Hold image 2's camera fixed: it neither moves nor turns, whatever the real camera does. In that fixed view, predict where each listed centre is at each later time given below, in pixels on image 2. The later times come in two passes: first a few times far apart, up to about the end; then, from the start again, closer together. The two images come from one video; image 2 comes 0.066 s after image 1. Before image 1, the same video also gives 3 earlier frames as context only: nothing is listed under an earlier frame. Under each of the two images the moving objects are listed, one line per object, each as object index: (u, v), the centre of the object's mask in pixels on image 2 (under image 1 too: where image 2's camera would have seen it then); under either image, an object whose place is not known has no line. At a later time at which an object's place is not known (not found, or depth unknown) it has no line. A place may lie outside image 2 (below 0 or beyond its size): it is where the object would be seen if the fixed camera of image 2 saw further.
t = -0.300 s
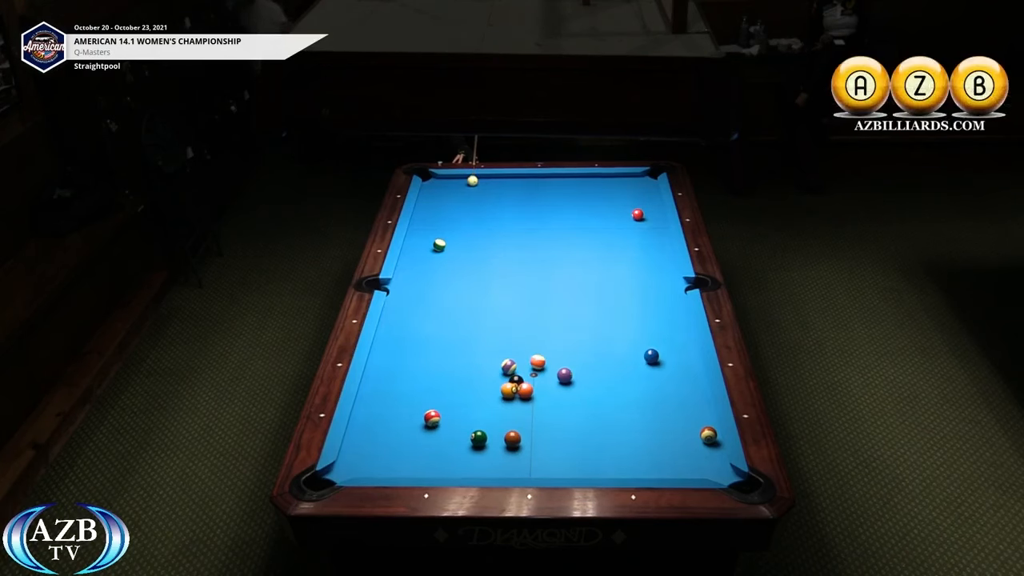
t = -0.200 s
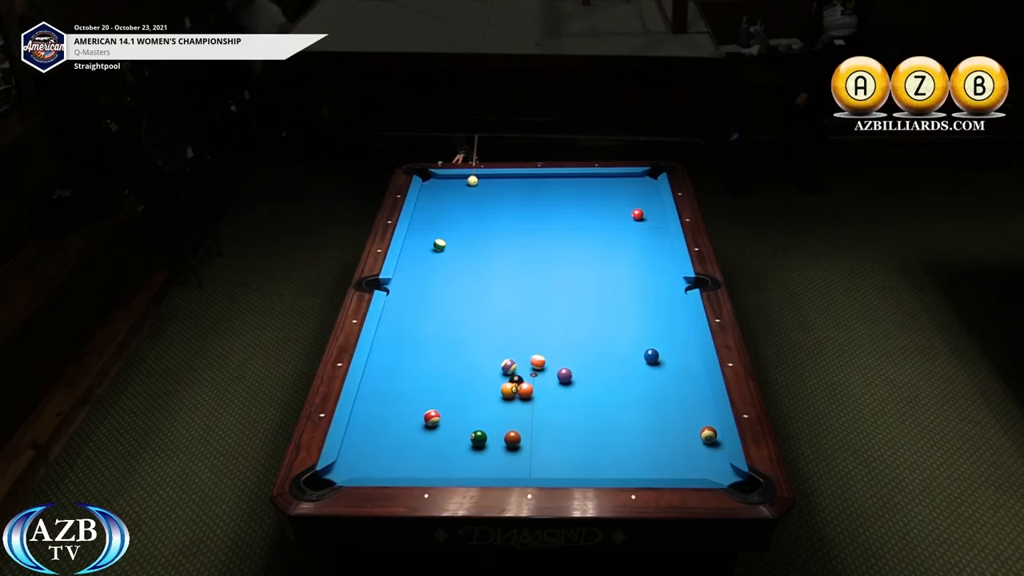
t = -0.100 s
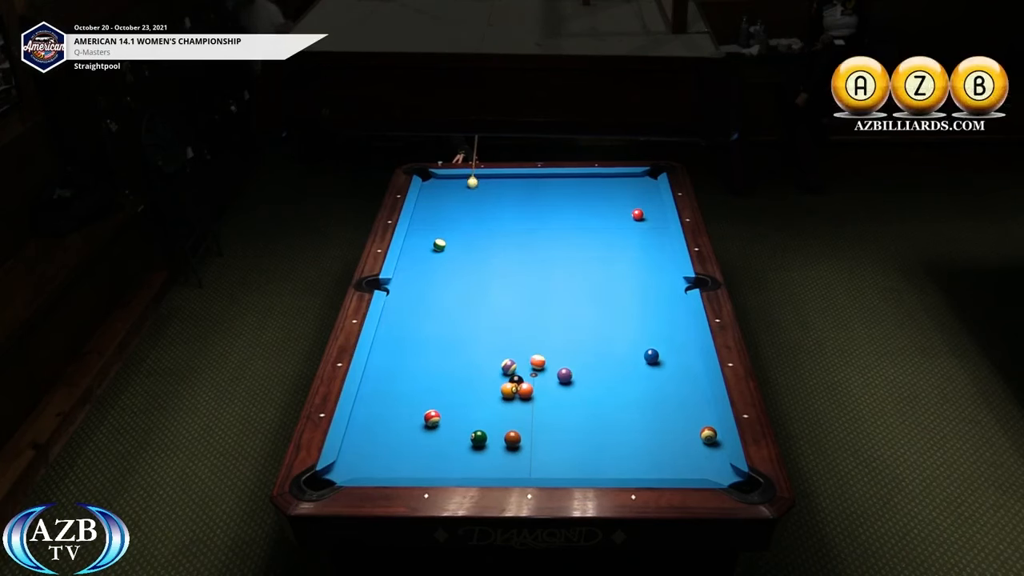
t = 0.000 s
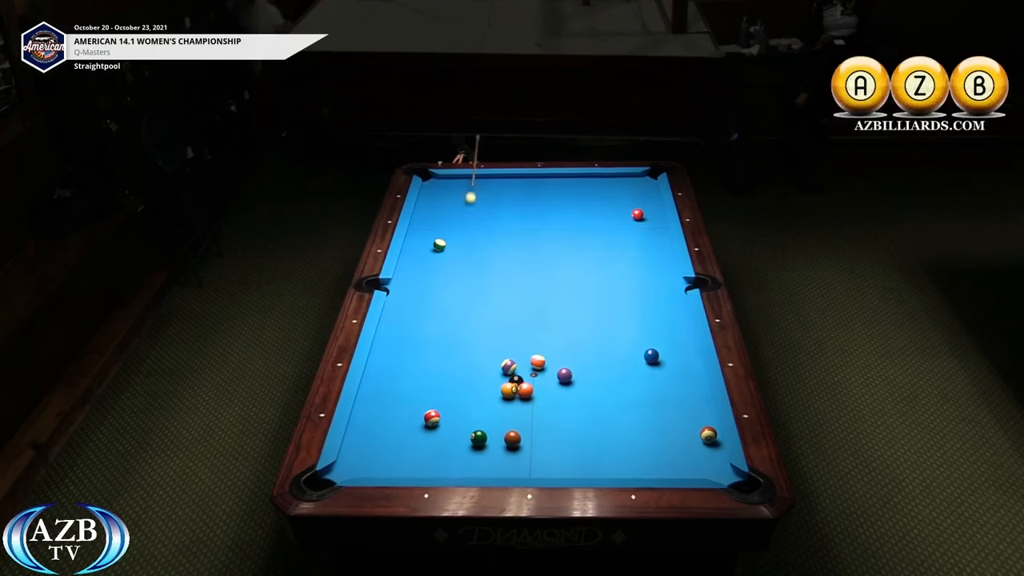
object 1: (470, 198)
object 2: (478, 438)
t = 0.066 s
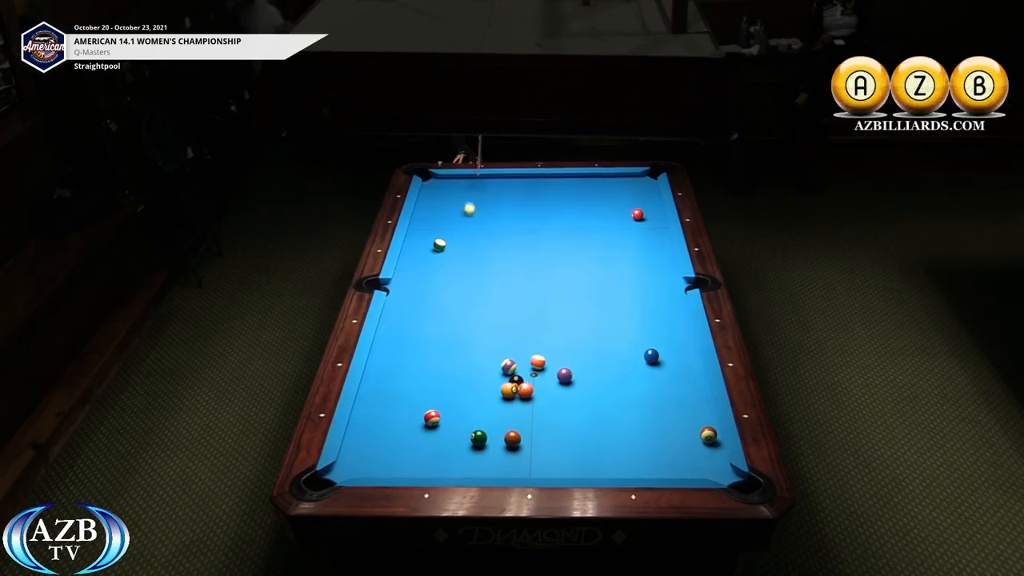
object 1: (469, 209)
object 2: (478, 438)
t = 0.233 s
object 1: (465, 238)
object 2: (478, 438)
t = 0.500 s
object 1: (459, 295)
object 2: (478, 438)
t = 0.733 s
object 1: (452, 354)
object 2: (478, 438)
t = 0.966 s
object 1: (455, 422)
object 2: (478, 438)
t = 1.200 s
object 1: (458, 448)
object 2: (523, 465)
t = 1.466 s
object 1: (450, 470)
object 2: (563, 462)
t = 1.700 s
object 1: (449, 459)
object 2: (592, 448)
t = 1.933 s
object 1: (449, 445)
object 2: (619, 436)
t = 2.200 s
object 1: (449, 432)
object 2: (647, 422)
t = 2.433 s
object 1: (449, 421)
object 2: (670, 412)
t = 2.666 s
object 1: (449, 412)
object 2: (691, 402)
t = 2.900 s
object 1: (448, 403)
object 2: (699, 394)
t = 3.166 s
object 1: (448, 394)
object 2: (683, 386)
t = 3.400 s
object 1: (449, 388)
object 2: (671, 381)
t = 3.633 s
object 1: (450, 381)
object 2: (660, 375)
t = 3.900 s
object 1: (450, 376)
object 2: (649, 370)
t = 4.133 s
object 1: (451, 371)
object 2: (640, 366)
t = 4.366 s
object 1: (452, 368)
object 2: (632, 362)
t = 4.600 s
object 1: (453, 365)
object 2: (626, 359)
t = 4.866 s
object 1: (454, 363)
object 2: (619, 355)
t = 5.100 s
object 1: (454, 362)
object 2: (615, 354)
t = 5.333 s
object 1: (454, 361)
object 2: (611, 352)
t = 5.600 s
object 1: (455, 361)
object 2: (607, 350)
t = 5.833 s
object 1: (455, 361)
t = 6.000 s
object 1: (458, 362)
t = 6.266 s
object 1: (455, 361)
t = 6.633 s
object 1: (455, 361)
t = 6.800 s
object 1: (455, 361)
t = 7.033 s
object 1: (455, 361)
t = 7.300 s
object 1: (455, 361)
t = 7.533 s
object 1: (455, 361)
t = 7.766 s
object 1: (455, 361)
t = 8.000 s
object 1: (455, 361)
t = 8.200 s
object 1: (455, 361)
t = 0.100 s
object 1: (468, 214)
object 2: (478, 438)
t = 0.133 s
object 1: (467, 220)
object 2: (478, 438)
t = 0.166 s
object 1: (467, 226)
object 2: (478, 438)
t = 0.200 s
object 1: (466, 233)
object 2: (478, 438)
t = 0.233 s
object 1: (465, 238)
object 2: (478, 438)
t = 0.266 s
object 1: (465, 245)
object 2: (478, 438)
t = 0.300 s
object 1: (464, 252)
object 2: (478, 438)
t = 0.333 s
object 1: (463, 258)
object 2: (478, 438)
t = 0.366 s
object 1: (462, 265)
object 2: (478, 438)
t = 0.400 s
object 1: (461, 272)
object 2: (478, 438)
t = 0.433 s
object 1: (460, 280)
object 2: (478, 438)
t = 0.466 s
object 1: (459, 287)
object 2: (478, 438)
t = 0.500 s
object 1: (459, 295)
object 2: (478, 438)
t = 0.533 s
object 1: (458, 303)
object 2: (478, 438)
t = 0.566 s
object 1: (457, 311)
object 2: (478, 438)
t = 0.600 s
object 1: (456, 319)
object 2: (478, 438)
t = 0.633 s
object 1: (455, 328)
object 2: (478, 438)
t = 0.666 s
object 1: (454, 336)
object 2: (478, 438)
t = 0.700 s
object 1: (453, 345)
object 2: (478, 438)
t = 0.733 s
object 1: (452, 354)
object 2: (478, 438)
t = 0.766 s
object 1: (451, 364)
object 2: (478, 438)
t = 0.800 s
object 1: (450, 374)
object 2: (478, 438)
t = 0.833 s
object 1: (448, 384)
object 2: (478, 438)
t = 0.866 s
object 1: (447, 395)
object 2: (478, 438)
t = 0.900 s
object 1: (446, 405)
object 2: (478, 438)
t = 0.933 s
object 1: (448, 415)
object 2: (478, 438)
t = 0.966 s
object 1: (455, 422)
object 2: (478, 438)
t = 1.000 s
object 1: (462, 428)
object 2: (478, 438)
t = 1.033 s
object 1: (465, 433)
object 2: (482, 440)
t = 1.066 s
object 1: (464, 436)
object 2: (491, 446)
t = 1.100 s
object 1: (462, 438)
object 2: (499, 452)
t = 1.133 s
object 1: (460, 441)
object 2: (508, 457)
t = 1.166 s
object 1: (459, 444)
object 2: (516, 461)
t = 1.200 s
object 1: (458, 448)
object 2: (523, 465)
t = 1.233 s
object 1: (457, 452)
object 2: (529, 468)
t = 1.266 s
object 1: (455, 455)
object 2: (535, 471)
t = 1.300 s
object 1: (454, 459)
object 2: (542, 471)
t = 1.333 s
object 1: (453, 463)
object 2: (546, 469)
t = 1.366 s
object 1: (452, 466)
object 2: (550, 468)
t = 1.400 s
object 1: (451, 468)
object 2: (555, 466)
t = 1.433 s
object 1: (450, 470)
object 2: (559, 464)
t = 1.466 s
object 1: (450, 470)
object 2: (563, 462)
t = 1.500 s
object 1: (449, 469)
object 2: (568, 459)
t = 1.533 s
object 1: (449, 468)
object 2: (572, 458)
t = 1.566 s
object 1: (449, 467)
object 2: (576, 456)
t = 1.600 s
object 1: (449, 465)
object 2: (580, 454)
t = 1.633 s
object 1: (449, 463)
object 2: (584, 452)
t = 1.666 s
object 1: (449, 461)
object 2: (588, 450)
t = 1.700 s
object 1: (449, 459)
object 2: (592, 448)
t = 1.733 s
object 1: (449, 457)
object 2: (596, 446)
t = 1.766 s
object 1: (449, 455)
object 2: (600, 444)
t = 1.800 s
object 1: (450, 453)
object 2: (604, 443)
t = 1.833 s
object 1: (449, 451)
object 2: (608, 441)
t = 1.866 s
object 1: (450, 449)
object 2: (611, 439)
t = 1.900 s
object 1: (449, 447)
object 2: (615, 437)
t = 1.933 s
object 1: (449, 445)
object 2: (619, 436)
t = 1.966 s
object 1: (449, 444)
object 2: (622, 434)
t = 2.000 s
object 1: (449, 442)
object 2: (626, 432)
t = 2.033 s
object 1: (449, 440)
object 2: (630, 431)
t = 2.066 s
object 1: (449, 438)
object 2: (633, 429)
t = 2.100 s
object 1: (449, 437)
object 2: (637, 427)
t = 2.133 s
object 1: (449, 435)
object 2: (640, 426)
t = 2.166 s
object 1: (449, 433)
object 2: (644, 424)
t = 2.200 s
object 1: (449, 432)
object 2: (647, 422)
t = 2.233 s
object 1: (449, 430)
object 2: (651, 421)
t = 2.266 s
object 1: (449, 429)
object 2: (654, 419)
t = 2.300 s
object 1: (449, 427)
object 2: (657, 418)
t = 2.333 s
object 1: (449, 426)
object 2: (661, 416)
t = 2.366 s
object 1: (449, 424)
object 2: (664, 415)
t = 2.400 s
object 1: (449, 423)
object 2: (667, 413)
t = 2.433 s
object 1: (449, 421)
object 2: (670, 412)
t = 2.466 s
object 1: (449, 420)
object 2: (673, 410)
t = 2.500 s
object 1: (449, 418)
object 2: (676, 409)
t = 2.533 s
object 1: (449, 417)
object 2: (679, 407)
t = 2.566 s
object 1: (449, 416)
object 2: (682, 406)
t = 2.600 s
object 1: (449, 414)
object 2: (685, 405)
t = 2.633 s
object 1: (449, 413)
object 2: (688, 403)
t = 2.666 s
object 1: (449, 412)
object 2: (691, 402)
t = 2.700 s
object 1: (449, 410)
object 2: (694, 401)
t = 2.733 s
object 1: (449, 409)
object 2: (697, 399)
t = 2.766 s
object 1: (449, 408)
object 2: (700, 398)
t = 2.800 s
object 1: (449, 407)
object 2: (703, 397)
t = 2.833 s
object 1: (448, 406)
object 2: (703, 396)
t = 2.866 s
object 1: (448, 404)
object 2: (701, 395)
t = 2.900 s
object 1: (448, 403)
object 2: (699, 394)
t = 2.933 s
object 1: (448, 402)
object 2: (697, 393)
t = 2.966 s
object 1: (448, 401)
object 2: (695, 392)
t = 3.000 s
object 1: (448, 400)
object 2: (693, 391)
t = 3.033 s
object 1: (448, 399)
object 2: (691, 390)
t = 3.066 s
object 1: (448, 397)
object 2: (689, 389)
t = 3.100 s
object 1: (448, 396)
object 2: (687, 388)
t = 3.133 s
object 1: (448, 395)
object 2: (685, 387)
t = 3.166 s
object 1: (448, 394)
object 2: (683, 386)
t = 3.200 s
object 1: (448, 393)
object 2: (681, 386)
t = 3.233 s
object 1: (448, 392)
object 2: (680, 385)
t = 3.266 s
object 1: (449, 391)
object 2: (678, 384)
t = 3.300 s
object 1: (448, 390)
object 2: (676, 383)
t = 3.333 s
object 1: (448, 389)
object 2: (674, 382)
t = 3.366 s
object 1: (448, 388)
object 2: (673, 382)
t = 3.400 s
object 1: (449, 388)
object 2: (671, 381)
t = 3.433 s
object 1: (449, 387)
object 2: (669, 380)
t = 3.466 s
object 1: (449, 385)
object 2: (668, 379)
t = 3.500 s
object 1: (449, 385)
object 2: (666, 378)
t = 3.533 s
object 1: (449, 384)
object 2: (665, 377)
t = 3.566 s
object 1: (449, 383)
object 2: (663, 377)
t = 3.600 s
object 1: (450, 382)
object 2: (662, 376)
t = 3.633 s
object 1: (450, 381)
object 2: (660, 375)
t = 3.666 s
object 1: (450, 380)
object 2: (659, 375)
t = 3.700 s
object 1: (450, 380)
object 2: (657, 374)
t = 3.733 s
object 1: (450, 379)
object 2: (656, 373)
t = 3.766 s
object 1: (450, 379)
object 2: (655, 373)
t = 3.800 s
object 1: (450, 378)
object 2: (653, 372)
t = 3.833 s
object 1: (450, 377)
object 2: (652, 371)
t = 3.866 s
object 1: (450, 377)
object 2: (650, 370)
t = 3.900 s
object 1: (450, 376)
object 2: (649, 370)
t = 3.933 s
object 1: (451, 375)
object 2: (648, 369)
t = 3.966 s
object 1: (451, 374)
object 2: (647, 369)
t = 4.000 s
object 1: (451, 374)
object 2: (645, 368)
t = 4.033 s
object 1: (451, 373)
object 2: (644, 367)
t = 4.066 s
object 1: (451, 373)
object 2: (642, 367)
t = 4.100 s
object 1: (451, 372)
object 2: (641, 366)
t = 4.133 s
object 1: (451, 371)
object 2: (640, 366)
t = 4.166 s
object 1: (451, 371)
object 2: (639, 365)
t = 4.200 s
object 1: (451, 370)
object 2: (638, 364)
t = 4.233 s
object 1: (451, 370)
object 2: (637, 364)
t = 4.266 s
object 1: (451, 369)
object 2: (636, 363)
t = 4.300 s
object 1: (452, 369)
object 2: (635, 363)
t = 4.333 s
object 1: (452, 368)
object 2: (633, 363)
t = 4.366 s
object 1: (452, 368)
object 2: (632, 362)
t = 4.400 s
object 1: (452, 367)
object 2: (632, 362)
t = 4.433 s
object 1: (452, 367)
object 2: (631, 361)
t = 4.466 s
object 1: (452, 367)
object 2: (630, 361)
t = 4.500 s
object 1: (452, 366)
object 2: (629, 360)
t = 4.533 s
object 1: (452, 366)
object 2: (628, 360)
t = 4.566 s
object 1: (452, 366)
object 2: (627, 359)
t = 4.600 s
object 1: (453, 365)
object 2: (626, 359)
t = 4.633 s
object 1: (453, 365)
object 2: (625, 359)
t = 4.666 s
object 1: (453, 365)
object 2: (624, 358)
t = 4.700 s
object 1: (453, 364)
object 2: (623, 358)
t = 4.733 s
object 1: (453, 364)
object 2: (623, 357)
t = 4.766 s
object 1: (453, 364)
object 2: (622, 357)
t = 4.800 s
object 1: (454, 364)
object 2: (621, 357)
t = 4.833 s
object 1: (454, 363)
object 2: (620, 356)
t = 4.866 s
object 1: (454, 363)
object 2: (619, 355)
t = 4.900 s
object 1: (454, 363)
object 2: (619, 355)
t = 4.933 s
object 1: (454, 362)
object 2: (618, 355)
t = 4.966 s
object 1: (454, 362)
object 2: (618, 355)
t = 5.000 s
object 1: (454, 362)
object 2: (617, 354)
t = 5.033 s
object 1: (454, 362)
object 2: (616, 354)
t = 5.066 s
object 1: (454, 362)
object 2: (615, 354)
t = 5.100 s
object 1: (454, 362)
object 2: (615, 354)
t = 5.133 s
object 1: (454, 362)
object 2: (614, 353)
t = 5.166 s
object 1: (454, 362)
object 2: (614, 353)
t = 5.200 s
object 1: (454, 361)
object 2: (613, 353)
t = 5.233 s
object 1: (454, 361)
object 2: (612, 353)
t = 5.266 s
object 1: (454, 361)
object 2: (612, 352)
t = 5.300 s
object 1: (454, 361)
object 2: (611, 352)
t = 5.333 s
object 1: (454, 361)
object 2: (611, 352)
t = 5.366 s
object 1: (455, 361)
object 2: (610, 352)
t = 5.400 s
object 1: (455, 361)
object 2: (610, 351)
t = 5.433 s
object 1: (455, 361)
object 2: (610, 351)
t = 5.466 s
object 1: (455, 361)
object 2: (609, 351)
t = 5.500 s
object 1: (455, 361)
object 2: (609, 351)
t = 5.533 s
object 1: (455, 361)
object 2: (608, 351)
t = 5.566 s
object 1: (455, 361)
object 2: (608, 351)
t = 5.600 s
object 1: (455, 361)
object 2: (607, 350)
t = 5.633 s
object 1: (454, 361)
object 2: (607, 350)
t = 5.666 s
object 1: (455, 361)
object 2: (607, 350)
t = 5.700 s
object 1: (455, 361)
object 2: (606, 350)
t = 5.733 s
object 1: (455, 361)
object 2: (606, 350)
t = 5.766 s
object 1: (455, 361)
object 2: (606, 350)
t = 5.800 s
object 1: (455, 361)
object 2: (605, 350)
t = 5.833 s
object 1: (455, 361)
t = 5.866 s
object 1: (455, 361)
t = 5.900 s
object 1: (455, 361)
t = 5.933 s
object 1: (455, 361)
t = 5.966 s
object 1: (455, 361)
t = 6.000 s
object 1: (458, 362)
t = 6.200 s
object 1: (452, 362)
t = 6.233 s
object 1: (455, 361)
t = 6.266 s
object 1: (455, 361)
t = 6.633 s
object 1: (455, 361)
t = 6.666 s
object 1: (455, 361)
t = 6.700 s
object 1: (455, 361)
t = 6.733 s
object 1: (455, 361)
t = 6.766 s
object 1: (455, 361)
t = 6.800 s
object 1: (455, 361)
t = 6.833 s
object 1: (455, 361)
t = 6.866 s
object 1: (455, 361)
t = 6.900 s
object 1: (455, 361)
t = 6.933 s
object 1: (455, 361)
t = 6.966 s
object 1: (455, 361)
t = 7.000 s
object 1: (455, 361)
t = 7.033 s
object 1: (455, 361)
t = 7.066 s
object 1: (455, 361)
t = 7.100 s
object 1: (455, 361)
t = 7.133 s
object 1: (455, 361)
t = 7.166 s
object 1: (455, 361)
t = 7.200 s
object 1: (455, 361)
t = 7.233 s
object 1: (455, 361)
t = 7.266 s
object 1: (455, 361)
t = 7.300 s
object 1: (455, 361)
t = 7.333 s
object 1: (455, 361)
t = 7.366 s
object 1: (455, 361)
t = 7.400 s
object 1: (455, 361)
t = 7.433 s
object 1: (455, 361)
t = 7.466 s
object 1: (455, 361)
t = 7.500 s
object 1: (455, 361)
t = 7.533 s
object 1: (455, 361)
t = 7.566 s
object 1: (455, 361)
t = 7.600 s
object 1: (455, 361)
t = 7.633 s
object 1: (455, 361)
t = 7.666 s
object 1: (455, 361)
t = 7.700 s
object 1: (455, 361)
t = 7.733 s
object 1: (455, 361)
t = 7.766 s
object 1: (455, 361)
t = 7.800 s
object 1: (455, 361)
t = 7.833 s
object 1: (455, 361)
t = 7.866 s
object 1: (455, 361)
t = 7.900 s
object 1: (455, 361)
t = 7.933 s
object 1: (455, 361)
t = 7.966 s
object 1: (455, 361)
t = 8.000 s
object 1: (455, 361)
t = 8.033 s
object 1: (455, 361)
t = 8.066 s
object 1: (455, 361)
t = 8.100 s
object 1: (455, 361)
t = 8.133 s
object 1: (455, 361)
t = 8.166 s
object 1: (455, 361)
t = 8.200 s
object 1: (455, 361)
